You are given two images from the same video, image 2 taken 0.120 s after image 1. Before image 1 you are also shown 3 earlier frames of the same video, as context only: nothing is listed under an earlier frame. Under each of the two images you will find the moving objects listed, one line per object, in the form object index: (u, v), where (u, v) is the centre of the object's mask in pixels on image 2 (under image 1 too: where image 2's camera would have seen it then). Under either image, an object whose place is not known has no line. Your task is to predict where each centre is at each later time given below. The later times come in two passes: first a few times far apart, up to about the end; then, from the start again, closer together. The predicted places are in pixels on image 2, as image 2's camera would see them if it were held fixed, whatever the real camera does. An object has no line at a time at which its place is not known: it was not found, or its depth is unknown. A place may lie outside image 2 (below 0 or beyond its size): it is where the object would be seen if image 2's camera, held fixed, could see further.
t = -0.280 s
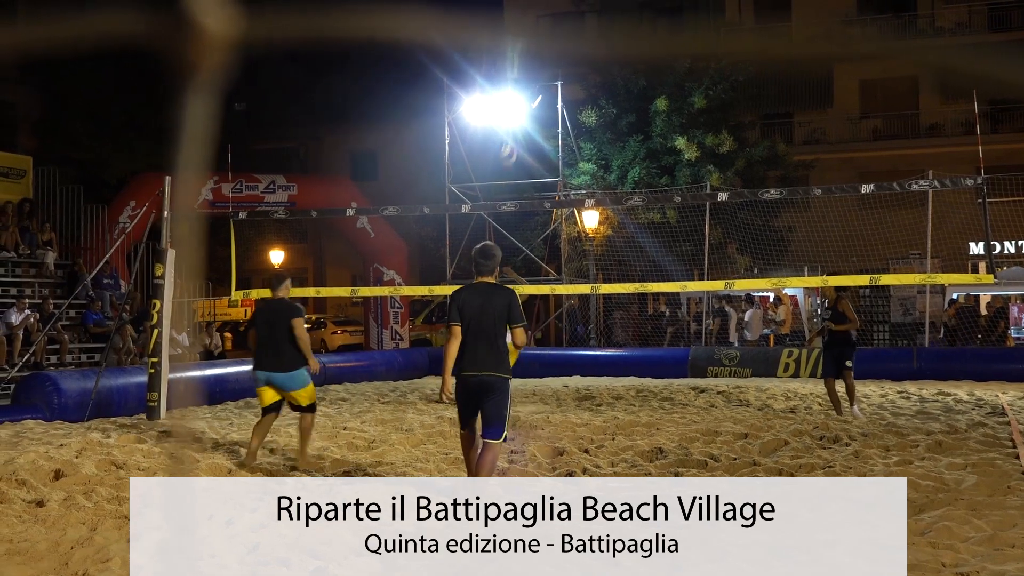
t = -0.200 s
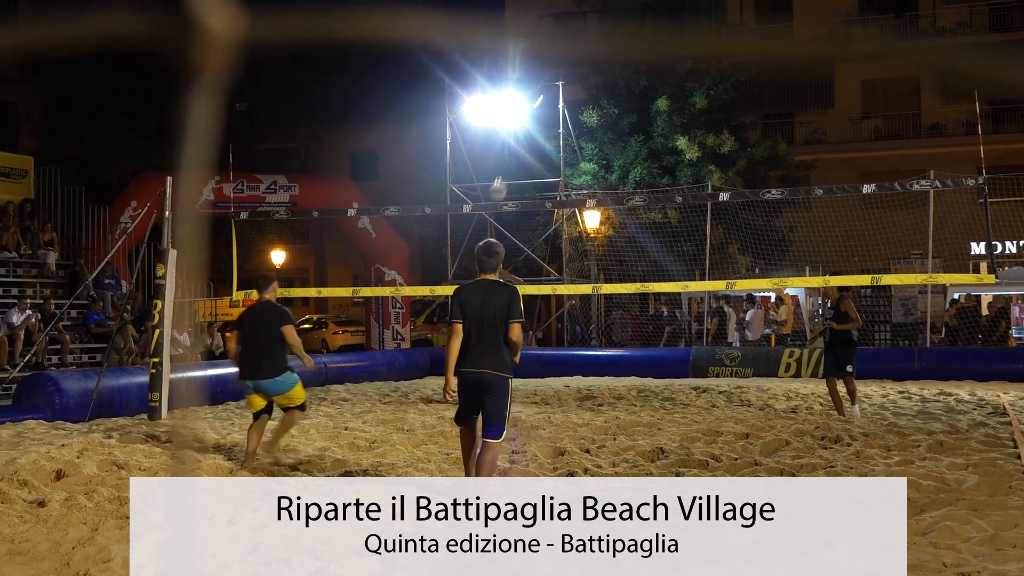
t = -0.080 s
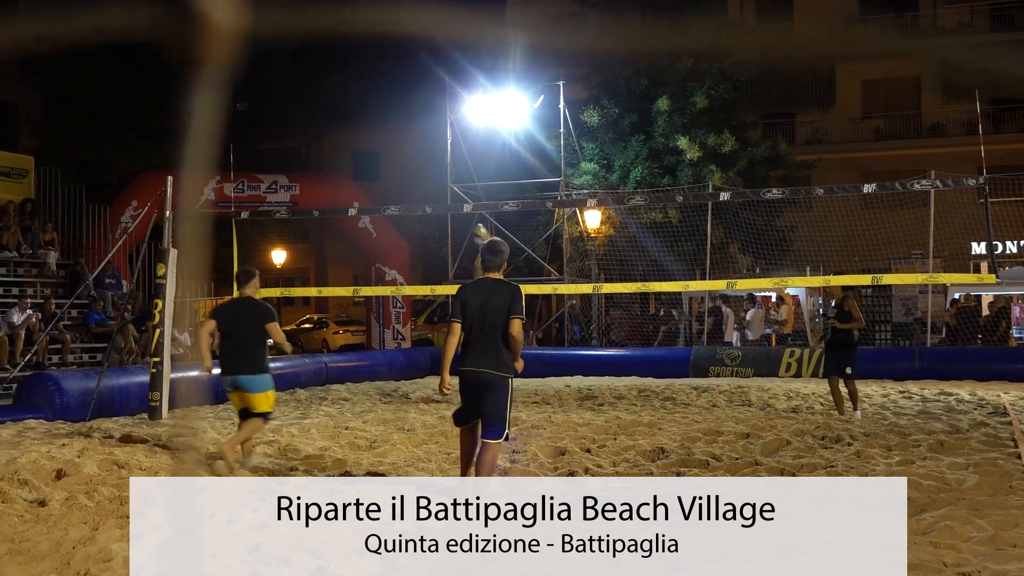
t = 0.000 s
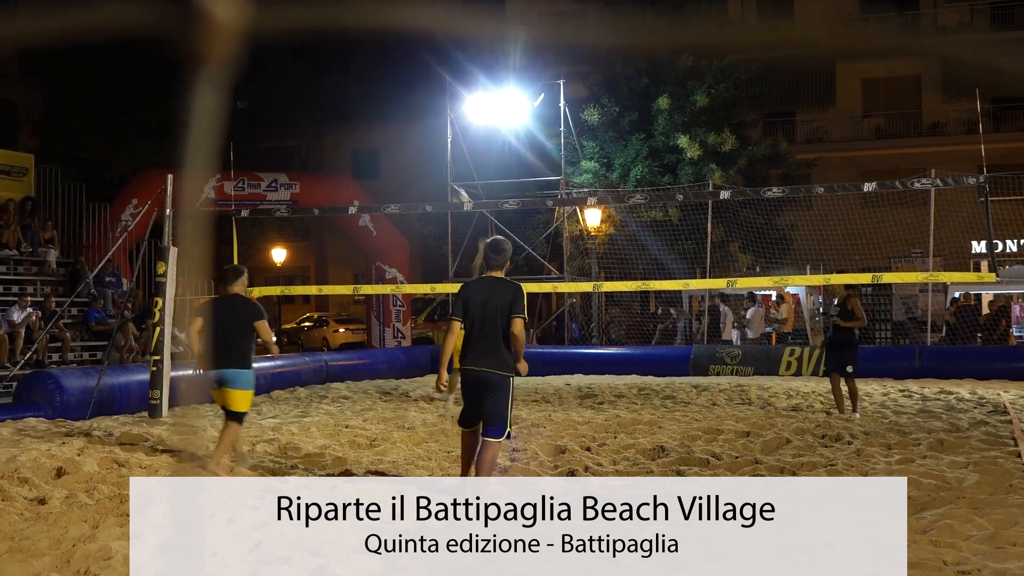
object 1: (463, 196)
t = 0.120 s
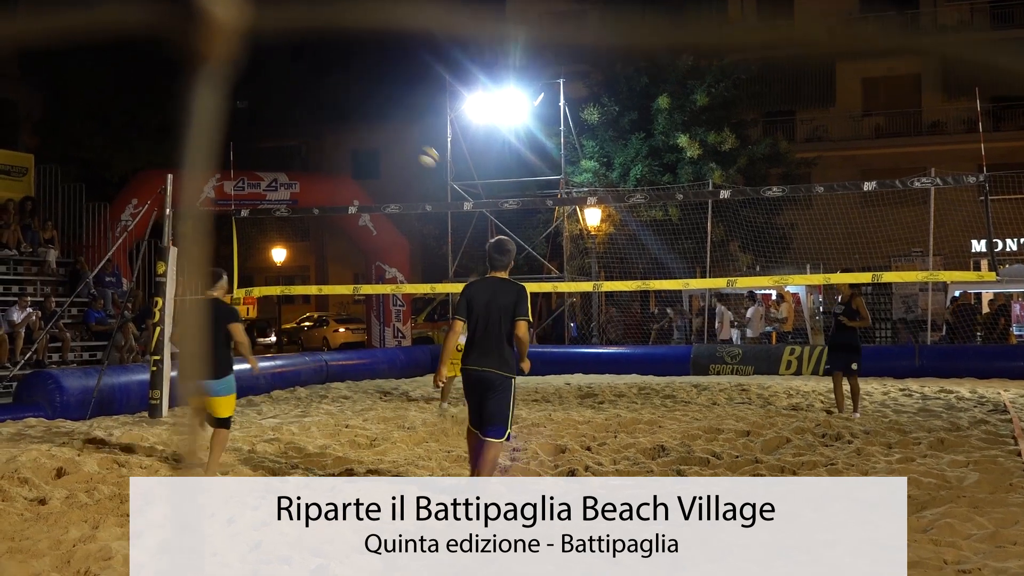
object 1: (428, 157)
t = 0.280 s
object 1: (380, 113)
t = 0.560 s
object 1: (281, 87)
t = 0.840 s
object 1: (153, 148)
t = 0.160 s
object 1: (417, 144)
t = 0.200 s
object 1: (405, 133)
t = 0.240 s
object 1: (393, 122)
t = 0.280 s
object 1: (380, 113)
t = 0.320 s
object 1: (367, 106)
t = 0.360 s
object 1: (354, 99)
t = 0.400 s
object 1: (340, 94)
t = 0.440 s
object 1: (326, 90)
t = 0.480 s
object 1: (311, 87)
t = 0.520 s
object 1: (296, 87)
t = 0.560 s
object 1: (281, 87)
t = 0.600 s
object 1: (264, 89)
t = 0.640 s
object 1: (247, 94)
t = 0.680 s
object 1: (232, 100)
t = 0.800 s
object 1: (174, 132)
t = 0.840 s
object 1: (153, 148)
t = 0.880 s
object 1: (135, 166)
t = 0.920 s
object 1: (111, 187)
